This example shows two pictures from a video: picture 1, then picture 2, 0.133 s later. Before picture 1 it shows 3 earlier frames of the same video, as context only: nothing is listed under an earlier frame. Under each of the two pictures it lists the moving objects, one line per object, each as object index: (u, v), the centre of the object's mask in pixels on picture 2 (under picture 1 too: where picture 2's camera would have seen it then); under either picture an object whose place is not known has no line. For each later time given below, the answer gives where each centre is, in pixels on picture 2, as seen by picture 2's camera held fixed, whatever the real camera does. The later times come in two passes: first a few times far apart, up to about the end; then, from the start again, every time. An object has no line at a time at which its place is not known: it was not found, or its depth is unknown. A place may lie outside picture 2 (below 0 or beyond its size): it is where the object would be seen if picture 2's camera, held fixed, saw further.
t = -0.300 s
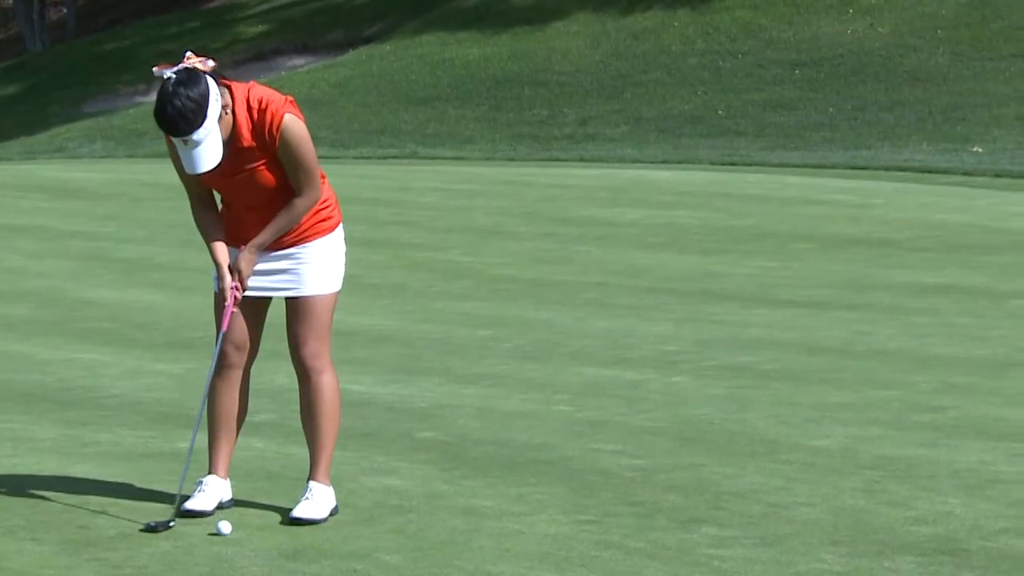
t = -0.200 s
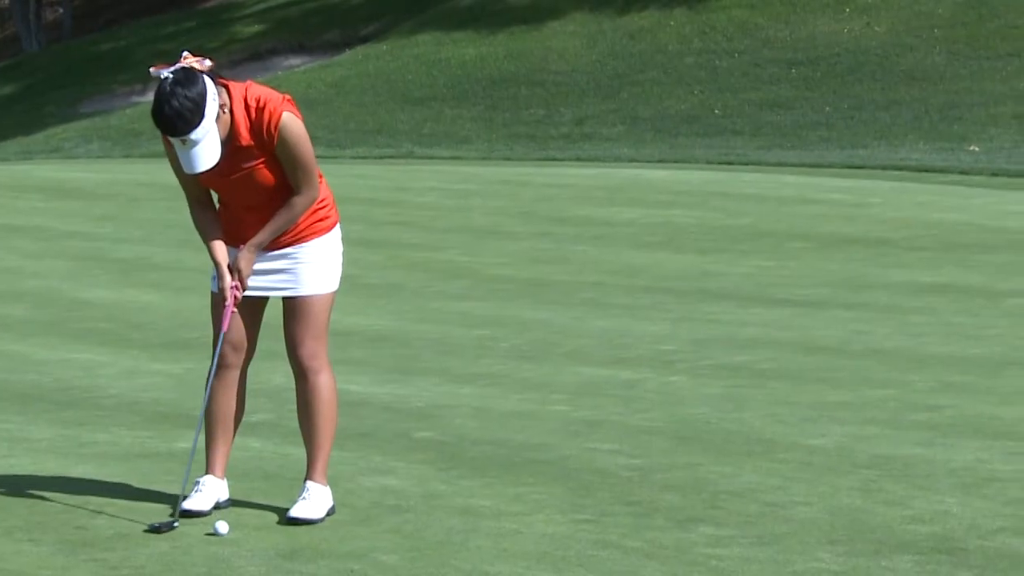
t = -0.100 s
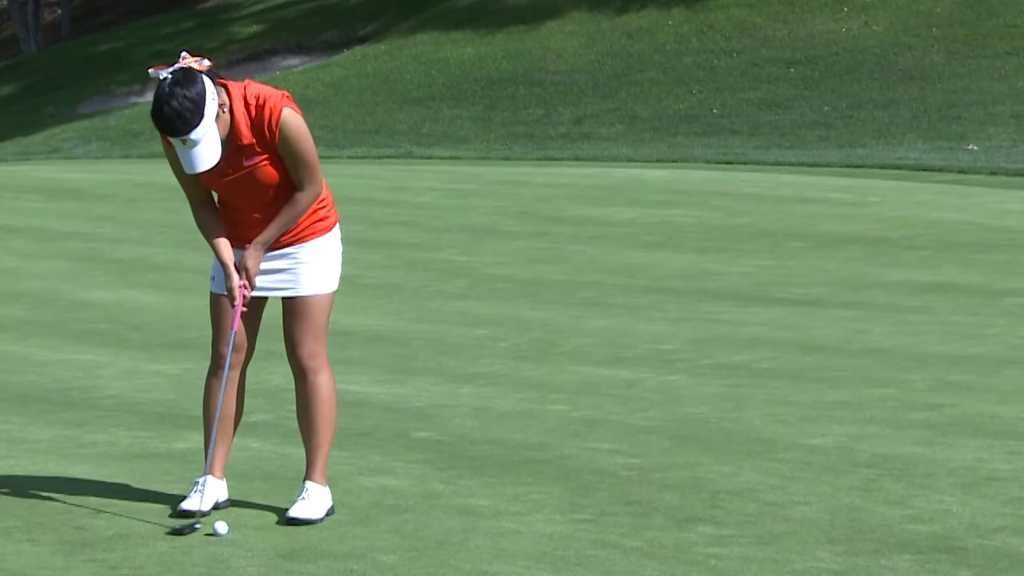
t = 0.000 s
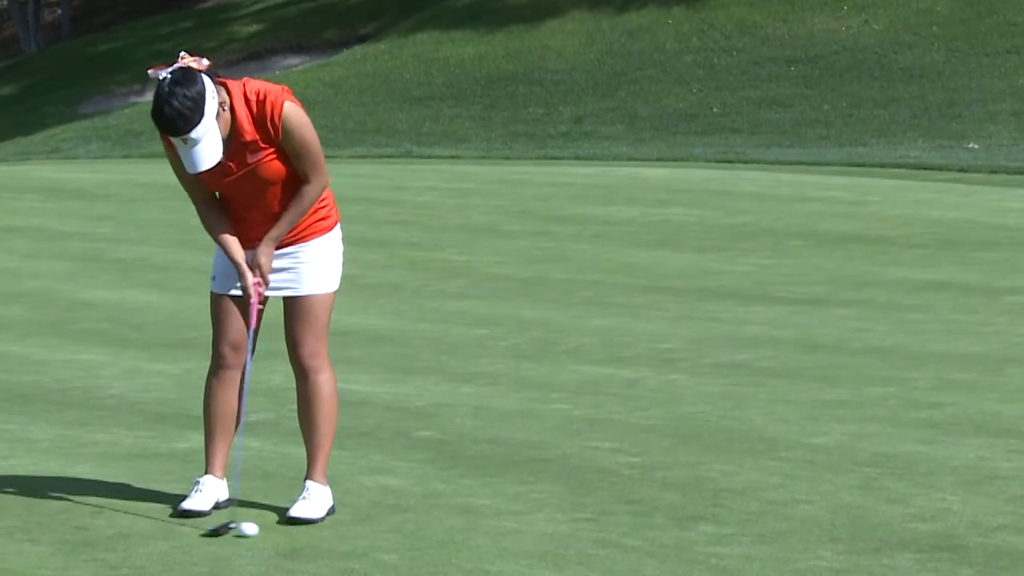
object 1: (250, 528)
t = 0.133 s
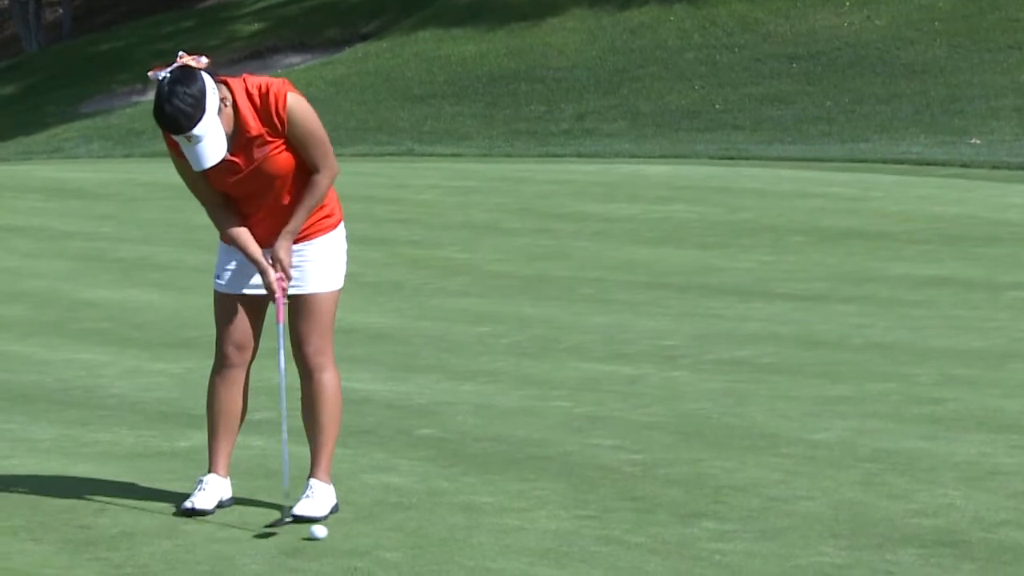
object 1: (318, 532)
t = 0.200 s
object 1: (347, 534)
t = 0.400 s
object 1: (432, 540)
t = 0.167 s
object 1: (332, 534)
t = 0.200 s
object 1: (347, 534)
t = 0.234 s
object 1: (362, 535)
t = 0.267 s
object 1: (375, 536)
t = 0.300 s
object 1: (390, 537)
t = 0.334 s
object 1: (404, 538)
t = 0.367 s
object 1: (418, 539)
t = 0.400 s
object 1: (432, 540)
